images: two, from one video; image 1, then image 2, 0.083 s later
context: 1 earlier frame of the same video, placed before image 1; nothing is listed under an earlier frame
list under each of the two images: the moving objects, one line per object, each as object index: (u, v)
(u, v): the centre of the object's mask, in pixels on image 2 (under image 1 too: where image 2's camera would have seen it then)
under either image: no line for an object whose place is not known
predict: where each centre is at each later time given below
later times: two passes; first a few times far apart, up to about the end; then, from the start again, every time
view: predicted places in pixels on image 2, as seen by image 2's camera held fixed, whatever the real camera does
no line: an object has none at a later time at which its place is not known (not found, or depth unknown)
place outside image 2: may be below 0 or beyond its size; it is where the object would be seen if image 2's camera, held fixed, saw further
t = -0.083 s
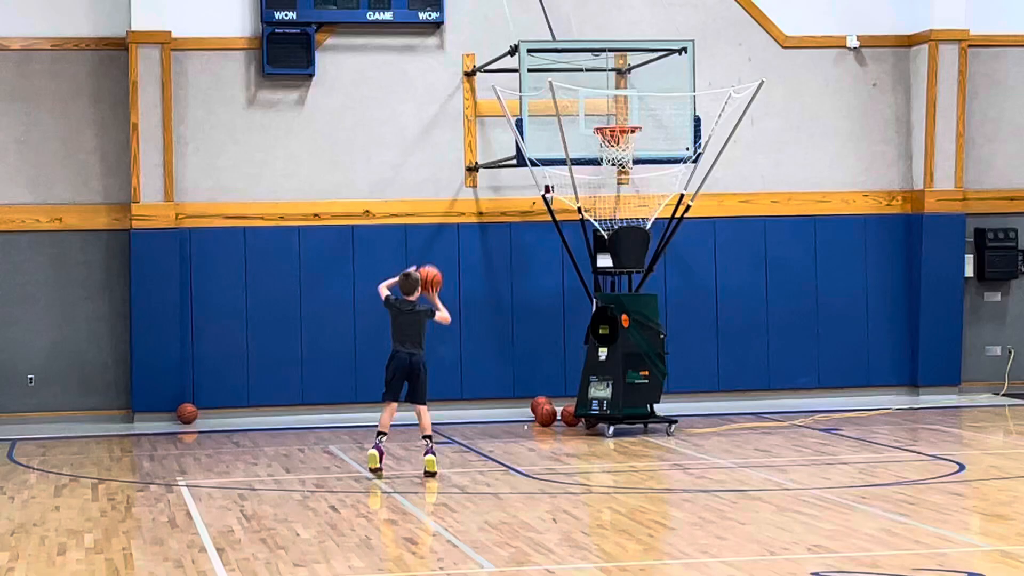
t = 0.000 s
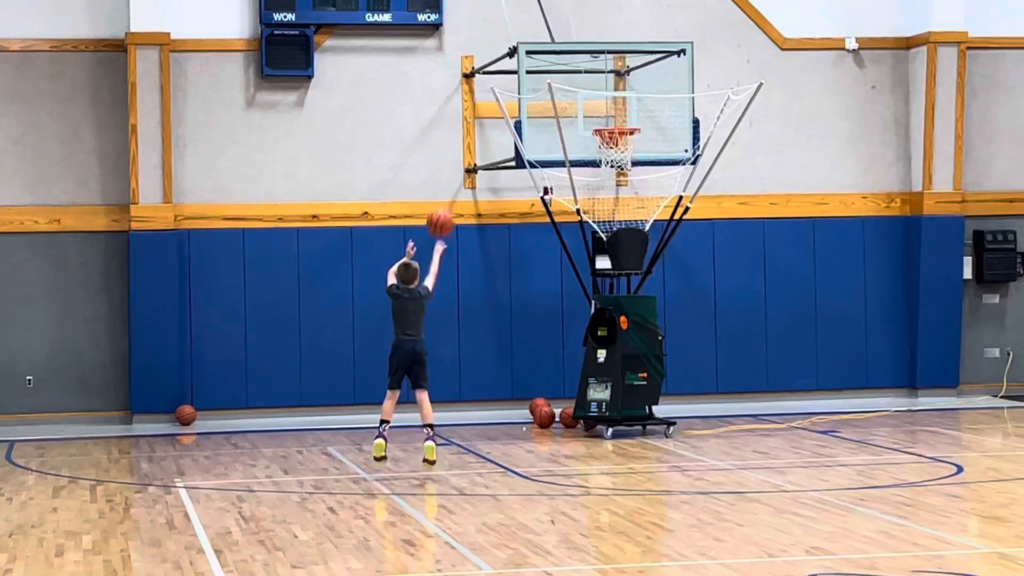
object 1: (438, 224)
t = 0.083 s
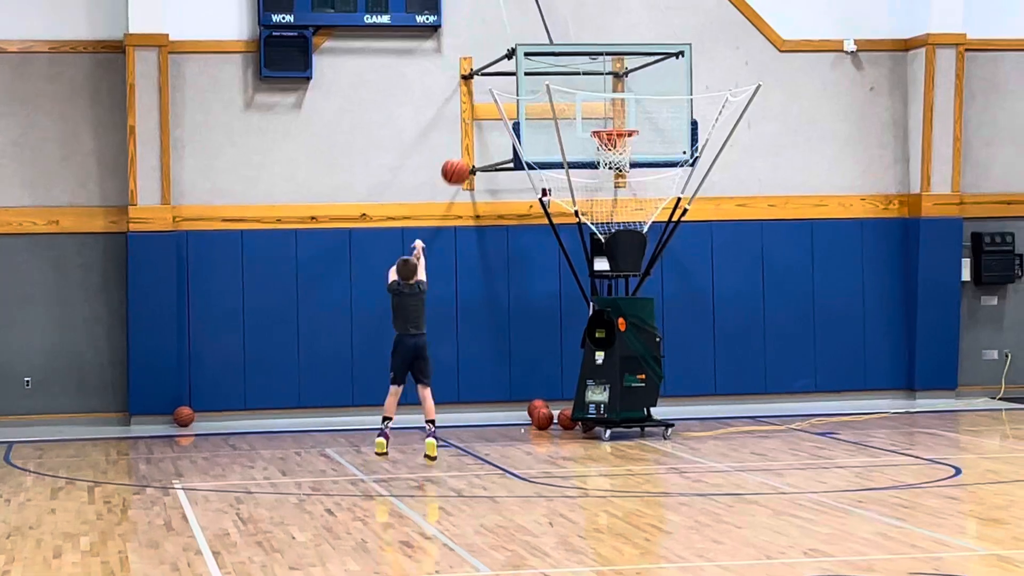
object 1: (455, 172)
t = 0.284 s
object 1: (492, 85)
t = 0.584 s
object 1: (542, 45)
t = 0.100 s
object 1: (458, 163)
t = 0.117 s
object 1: (461, 154)
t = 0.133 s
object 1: (464, 145)
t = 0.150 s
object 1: (468, 137)
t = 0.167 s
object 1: (471, 129)
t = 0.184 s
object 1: (473, 121)
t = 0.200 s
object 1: (477, 114)
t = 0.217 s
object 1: (480, 108)
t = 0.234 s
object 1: (483, 101)
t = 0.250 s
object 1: (486, 95)
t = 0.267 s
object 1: (489, 90)
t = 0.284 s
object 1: (492, 85)
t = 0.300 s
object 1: (495, 80)
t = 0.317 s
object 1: (498, 75)
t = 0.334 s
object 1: (501, 71)
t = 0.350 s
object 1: (504, 67)
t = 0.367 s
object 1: (507, 64)
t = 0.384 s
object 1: (509, 60)
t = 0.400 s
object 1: (512, 57)
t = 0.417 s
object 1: (515, 55)
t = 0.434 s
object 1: (518, 53)
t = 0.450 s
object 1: (520, 51)
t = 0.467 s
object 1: (523, 49)
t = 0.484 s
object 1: (526, 47)
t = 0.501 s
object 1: (528, 46)
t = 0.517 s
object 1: (531, 46)
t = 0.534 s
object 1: (534, 45)
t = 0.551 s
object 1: (537, 45)
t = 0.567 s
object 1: (539, 45)
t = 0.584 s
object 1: (542, 45)
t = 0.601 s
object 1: (545, 46)
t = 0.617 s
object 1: (547, 47)
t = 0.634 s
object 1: (550, 48)
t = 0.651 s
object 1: (553, 49)
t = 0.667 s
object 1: (555, 51)
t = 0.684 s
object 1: (557, 53)
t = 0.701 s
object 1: (560, 56)
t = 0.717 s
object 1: (563, 58)
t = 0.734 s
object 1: (565, 61)
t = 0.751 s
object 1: (567, 64)
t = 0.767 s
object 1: (570, 67)
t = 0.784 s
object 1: (573, 71)
